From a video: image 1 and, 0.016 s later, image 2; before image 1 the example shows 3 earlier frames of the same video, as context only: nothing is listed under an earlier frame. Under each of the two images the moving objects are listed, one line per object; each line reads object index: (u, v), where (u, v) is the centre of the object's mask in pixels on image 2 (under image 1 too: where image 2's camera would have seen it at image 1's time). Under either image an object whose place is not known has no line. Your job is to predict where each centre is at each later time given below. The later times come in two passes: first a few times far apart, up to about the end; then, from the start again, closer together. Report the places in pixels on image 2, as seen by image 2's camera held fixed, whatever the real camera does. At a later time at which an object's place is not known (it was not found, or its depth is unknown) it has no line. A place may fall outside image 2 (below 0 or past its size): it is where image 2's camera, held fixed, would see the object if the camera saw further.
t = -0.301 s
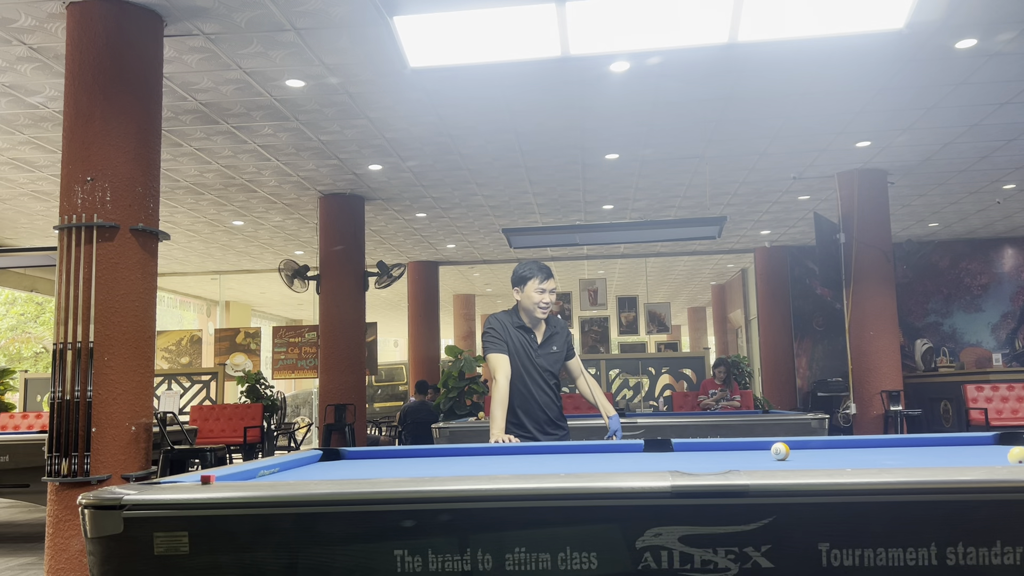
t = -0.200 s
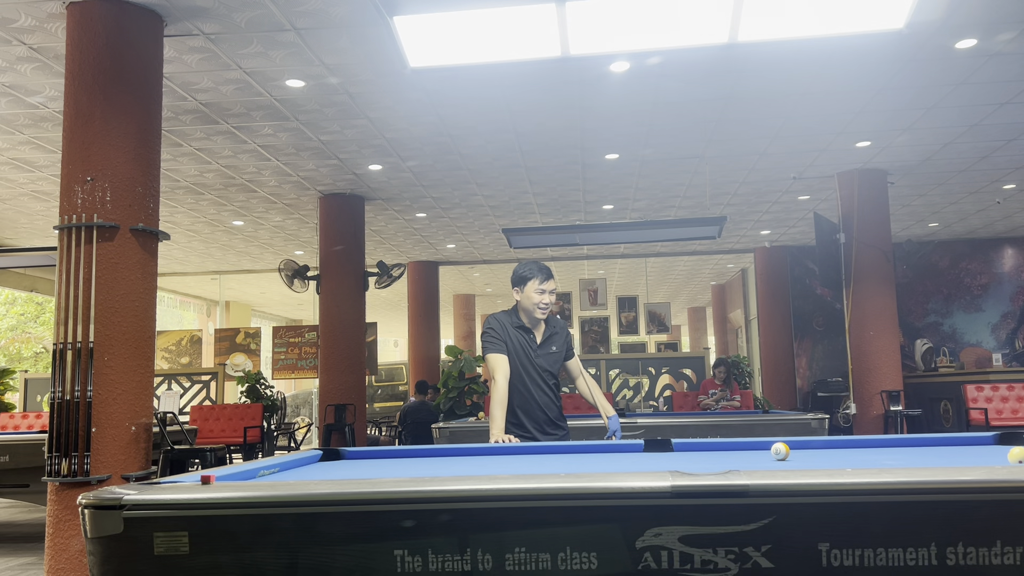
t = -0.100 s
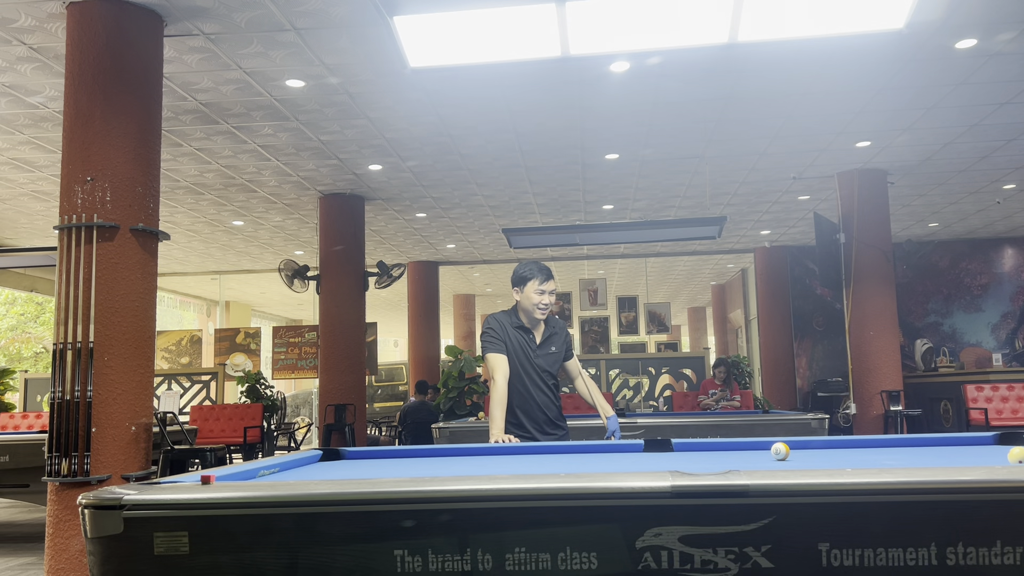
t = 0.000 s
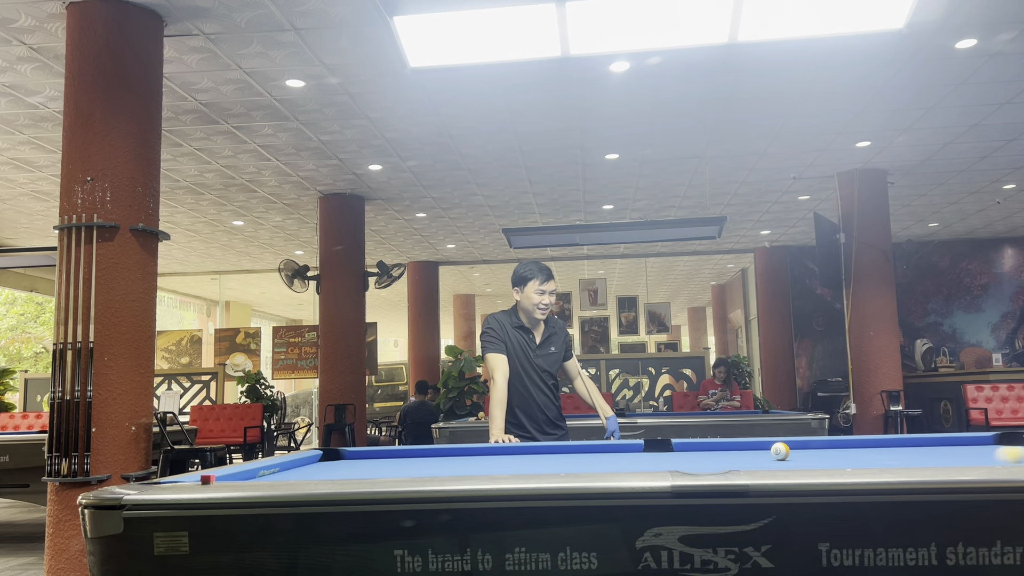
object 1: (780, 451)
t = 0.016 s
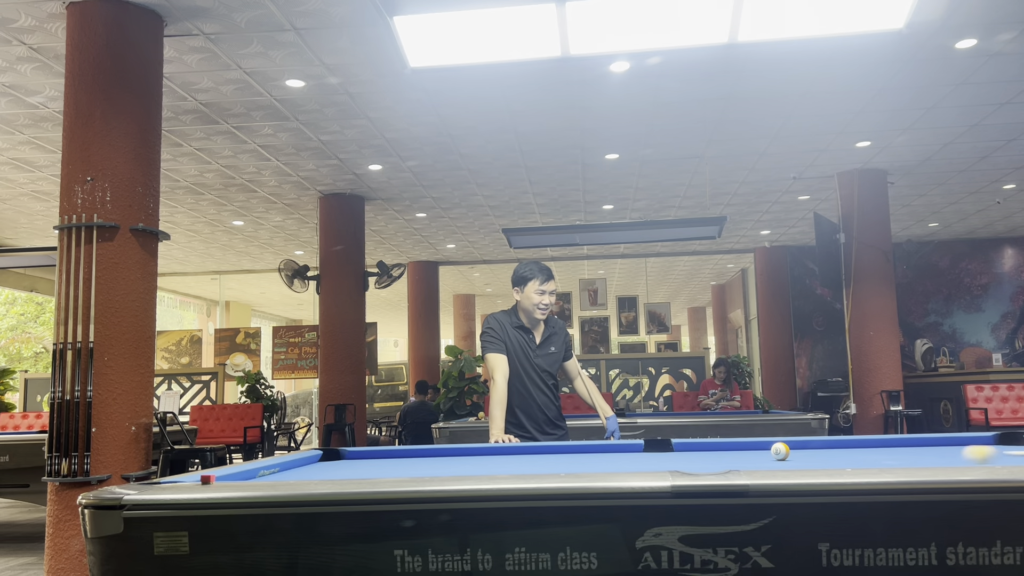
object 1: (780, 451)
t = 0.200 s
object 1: (711, 447)
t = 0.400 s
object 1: (727, 443)
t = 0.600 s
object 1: (849, 444)
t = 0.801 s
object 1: (964, 443)
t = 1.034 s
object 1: (1019, 443)
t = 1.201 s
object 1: (977, 445)
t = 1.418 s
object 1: (918, 447)
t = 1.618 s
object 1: (864, 449)
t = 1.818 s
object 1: (811, 451)
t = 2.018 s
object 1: (758, 453)
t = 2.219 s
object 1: (705, 455)
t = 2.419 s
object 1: (652, 456)
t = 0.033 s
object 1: (780, 451)
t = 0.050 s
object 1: (780, 451)
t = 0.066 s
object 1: (780, 451)
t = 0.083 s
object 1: (780, 451)
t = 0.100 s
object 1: (780, 451)
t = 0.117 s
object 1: (780, 451)
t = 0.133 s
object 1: (774, 450)
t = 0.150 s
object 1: (758, 449)
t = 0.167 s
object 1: (742, 449)
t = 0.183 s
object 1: (726, 448)
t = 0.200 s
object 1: (711, 447)
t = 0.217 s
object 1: (697, 446)
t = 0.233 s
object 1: (684, 446)
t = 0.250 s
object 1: (671, 446)
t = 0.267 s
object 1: (658, 445)
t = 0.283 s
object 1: (649, 445)
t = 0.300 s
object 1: (658, 445)
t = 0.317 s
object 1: (669, 445)
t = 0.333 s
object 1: (681, 445)
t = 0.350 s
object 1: (692, 445)
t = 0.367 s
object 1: (703, 444)
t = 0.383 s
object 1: (713, 443)
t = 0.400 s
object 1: (727, 443)
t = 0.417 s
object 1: (737, 444)
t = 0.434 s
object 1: (748, 444)
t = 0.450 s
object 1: (758, 444)
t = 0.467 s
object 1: (769, 444)
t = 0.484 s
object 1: (779, 444)
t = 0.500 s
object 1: (790, 444)
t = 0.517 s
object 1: (800, 444)
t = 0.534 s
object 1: (810, 444)
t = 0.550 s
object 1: (820, 444)
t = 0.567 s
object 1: (830, 444)
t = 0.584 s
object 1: (839, 444)
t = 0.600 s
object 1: (849, 444)
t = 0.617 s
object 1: (858, 443)
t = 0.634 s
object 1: (868, 444)
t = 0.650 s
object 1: (878, 443)
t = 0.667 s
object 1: (887, 443)
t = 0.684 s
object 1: (897, 443)
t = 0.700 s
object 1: (906, 443)
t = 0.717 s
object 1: (915, 443)
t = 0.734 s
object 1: (925, 443)
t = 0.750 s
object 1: (935, 443)
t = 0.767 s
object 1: (945, 443)
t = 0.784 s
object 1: (955, 443)
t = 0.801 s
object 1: (964, 443)
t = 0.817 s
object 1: (974, 442)
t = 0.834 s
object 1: (985, 442)
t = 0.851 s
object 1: (995, 442)
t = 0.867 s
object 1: (1005, 442)
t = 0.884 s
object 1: (1014, 442)
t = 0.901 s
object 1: (1019, 442)
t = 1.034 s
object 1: (1019, 443)
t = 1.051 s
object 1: (1016, 443)
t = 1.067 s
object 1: (1013, 443)
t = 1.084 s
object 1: (1008, 443)
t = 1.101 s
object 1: (1004, 444)
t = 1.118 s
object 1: (999, 444)
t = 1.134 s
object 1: (995, 444)
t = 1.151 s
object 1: (990, 444)
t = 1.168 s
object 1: (986, 444)
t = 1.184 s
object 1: (981, 445)
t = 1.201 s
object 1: (977, 445)
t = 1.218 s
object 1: (972, 445)
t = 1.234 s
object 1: (968, 445)
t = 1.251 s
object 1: (963, 445)
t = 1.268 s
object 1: (958, 445)
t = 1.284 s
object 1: (954, 446)
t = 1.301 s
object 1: (950, 446)
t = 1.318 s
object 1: (945, 446)
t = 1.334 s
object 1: (940, 446)
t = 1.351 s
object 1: (936, 446)
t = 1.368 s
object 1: (932, 446)
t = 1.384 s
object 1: (927, 447)
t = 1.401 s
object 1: (922, 447)
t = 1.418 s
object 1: (918, 447)
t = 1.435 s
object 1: (913, 447)
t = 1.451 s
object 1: (909, 447)
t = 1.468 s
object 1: (905, 448)
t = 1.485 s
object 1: (900, 448)
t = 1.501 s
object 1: (895, 448)
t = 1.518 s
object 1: (891, 448)
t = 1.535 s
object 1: (887, 448)
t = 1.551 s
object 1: (882, 448)
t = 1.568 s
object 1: (878, 449)
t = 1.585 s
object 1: (873, 449)
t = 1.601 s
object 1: (869, 449)
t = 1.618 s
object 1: (864, 449)
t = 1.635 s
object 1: (860, 449)
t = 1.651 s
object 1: (855, 450)
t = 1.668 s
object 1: (851, 450)
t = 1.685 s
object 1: (846, 450)
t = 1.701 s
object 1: (842, 450)
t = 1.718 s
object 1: (838, 450)
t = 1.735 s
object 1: (833, 450)
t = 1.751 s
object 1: (829, 450)
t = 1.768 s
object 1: (825, 450)
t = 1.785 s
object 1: (820, 450)
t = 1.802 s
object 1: (815, 451)
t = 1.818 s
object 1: (811, 451)
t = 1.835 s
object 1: (807, 451)
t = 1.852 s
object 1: (802, 452)
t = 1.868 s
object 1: (797, 452)
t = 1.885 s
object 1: (793, 451)
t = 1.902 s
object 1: (789, 452)
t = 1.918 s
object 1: (784, 452)
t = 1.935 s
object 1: (780, 452)
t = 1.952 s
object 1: (776, 452)
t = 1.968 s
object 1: (771, 452)
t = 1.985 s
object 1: (767, 453)
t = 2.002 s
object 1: (762, 453)
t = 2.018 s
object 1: (758, 453)
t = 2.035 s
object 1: (753, 453)
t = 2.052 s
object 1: (749, 453)
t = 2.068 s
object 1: (745, 454)
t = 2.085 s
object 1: (740, 453)
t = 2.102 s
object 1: (736, 454)
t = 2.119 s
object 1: (731, 454)
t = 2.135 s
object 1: (727, 454)
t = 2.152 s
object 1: (722, 454)
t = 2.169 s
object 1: (718, 455)
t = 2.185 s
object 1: (714, 454)
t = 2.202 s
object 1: (709, 455)
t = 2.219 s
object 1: (705, 455)
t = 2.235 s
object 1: (701, 455)
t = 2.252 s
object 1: (696, 455)
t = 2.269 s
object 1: (692, 455)
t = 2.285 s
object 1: (688, 455)
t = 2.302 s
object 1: (683, 455)
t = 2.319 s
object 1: (679, 455)
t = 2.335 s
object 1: (674, 456)
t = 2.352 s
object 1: (670, 456)
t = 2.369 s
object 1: (666, 456)
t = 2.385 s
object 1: (661, 456)
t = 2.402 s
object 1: (657, 456)
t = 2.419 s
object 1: (652, 456)
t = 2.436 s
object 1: (648, 457)
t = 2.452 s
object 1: (644, 457)
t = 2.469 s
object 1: (639, 457)
